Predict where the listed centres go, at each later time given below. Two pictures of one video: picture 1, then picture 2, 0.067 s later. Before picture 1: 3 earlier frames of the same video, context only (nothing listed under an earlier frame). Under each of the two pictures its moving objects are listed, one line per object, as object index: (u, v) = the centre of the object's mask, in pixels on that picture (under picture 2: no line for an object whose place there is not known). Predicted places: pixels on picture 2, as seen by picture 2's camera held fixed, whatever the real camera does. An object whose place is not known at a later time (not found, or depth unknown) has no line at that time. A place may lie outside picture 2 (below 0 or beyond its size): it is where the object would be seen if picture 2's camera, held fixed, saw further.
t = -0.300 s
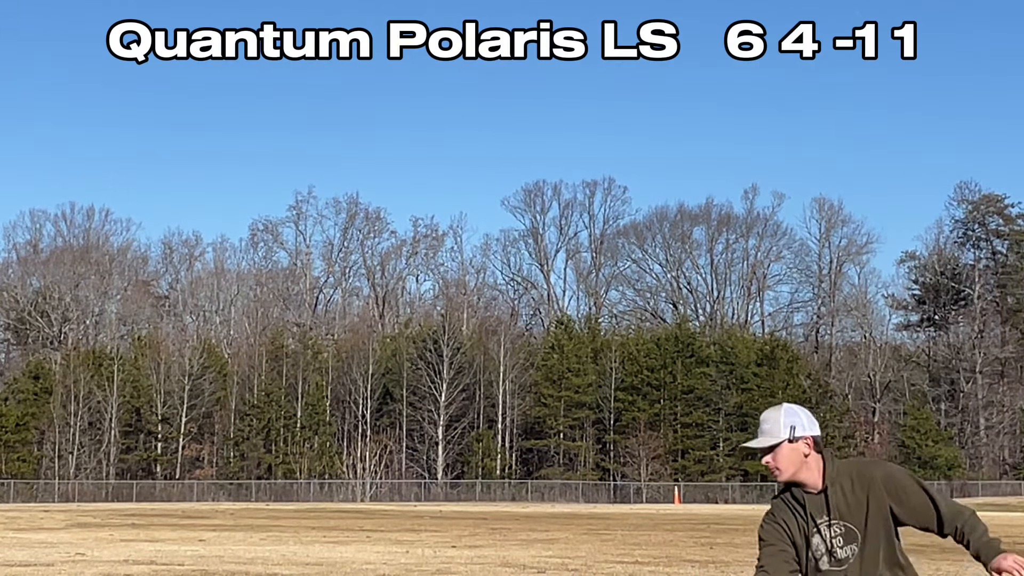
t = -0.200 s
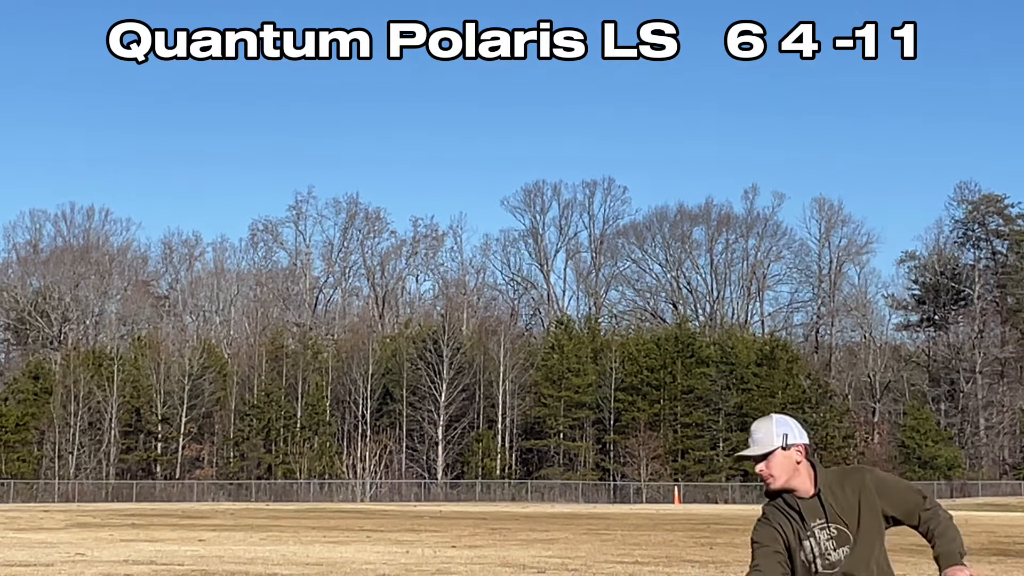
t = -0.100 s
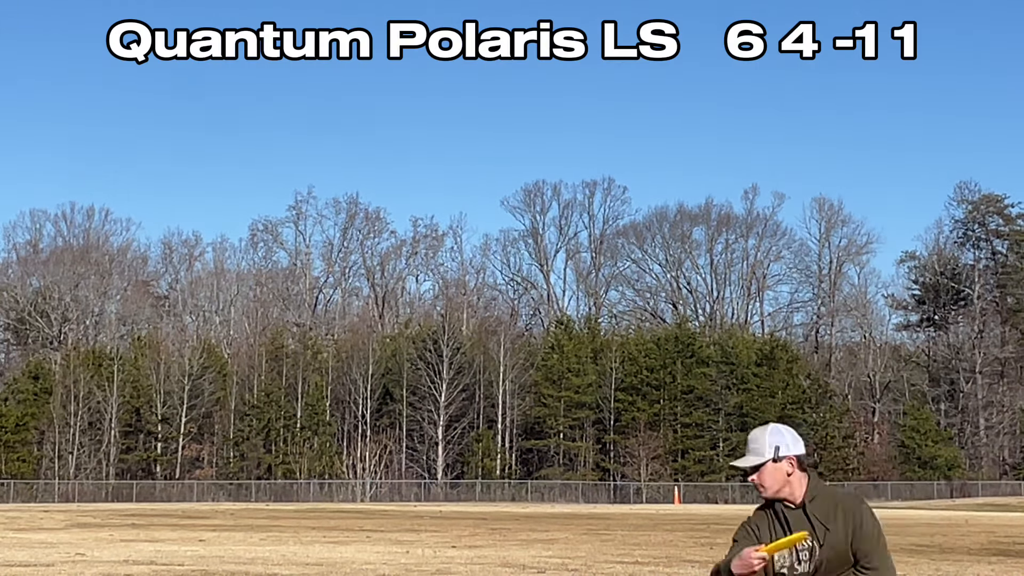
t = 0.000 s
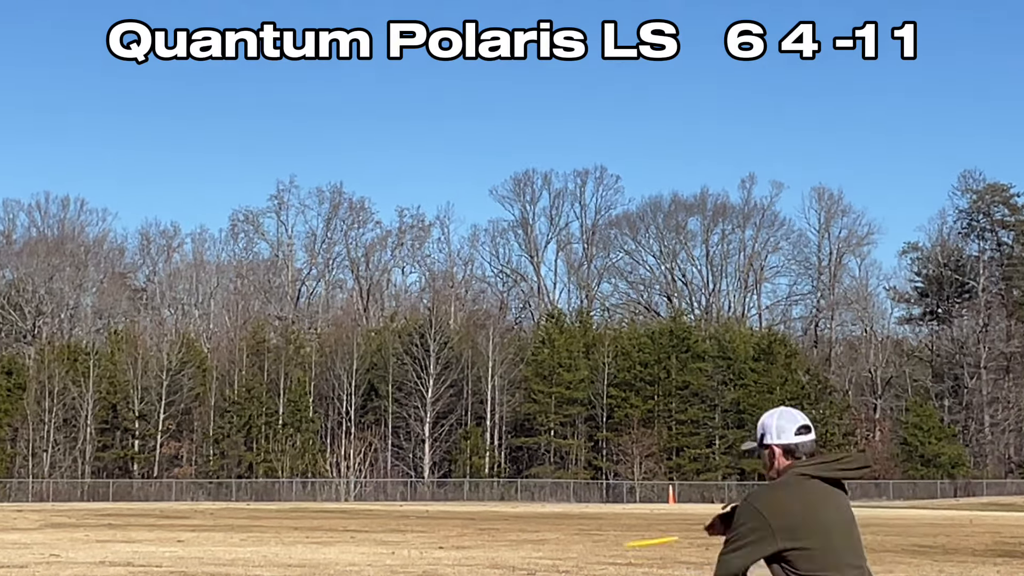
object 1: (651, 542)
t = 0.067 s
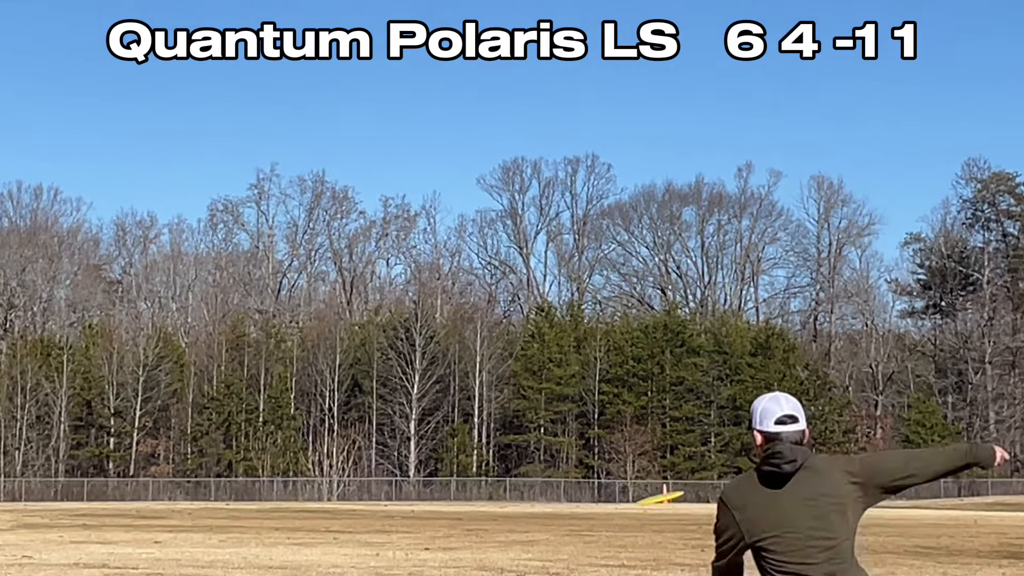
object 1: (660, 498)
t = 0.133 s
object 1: (668, 468)
